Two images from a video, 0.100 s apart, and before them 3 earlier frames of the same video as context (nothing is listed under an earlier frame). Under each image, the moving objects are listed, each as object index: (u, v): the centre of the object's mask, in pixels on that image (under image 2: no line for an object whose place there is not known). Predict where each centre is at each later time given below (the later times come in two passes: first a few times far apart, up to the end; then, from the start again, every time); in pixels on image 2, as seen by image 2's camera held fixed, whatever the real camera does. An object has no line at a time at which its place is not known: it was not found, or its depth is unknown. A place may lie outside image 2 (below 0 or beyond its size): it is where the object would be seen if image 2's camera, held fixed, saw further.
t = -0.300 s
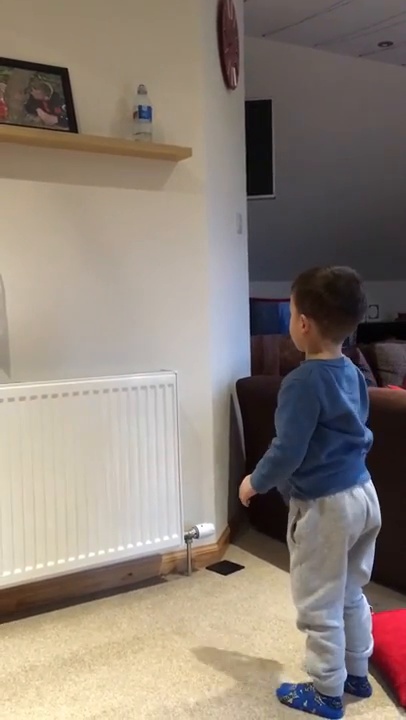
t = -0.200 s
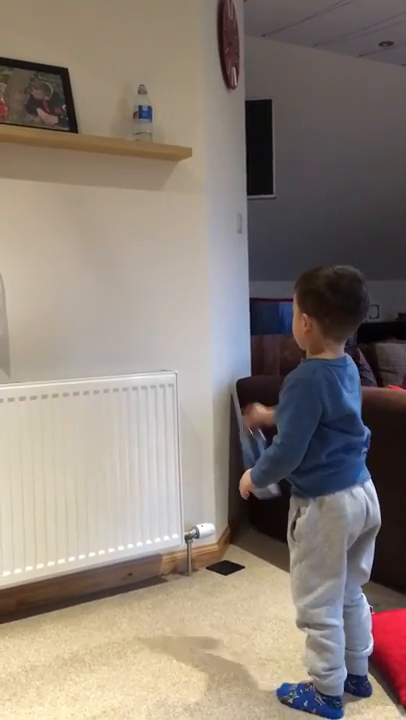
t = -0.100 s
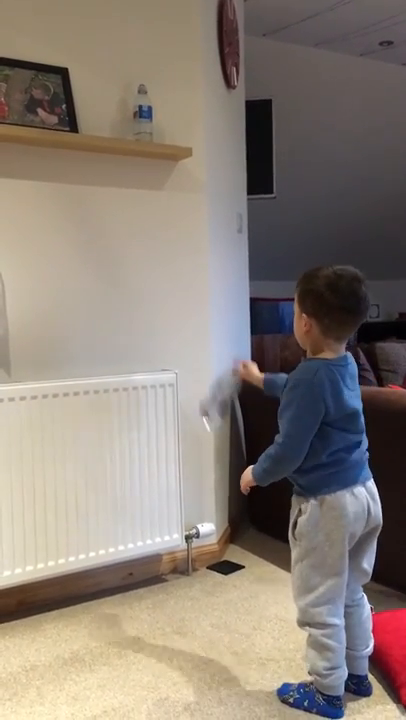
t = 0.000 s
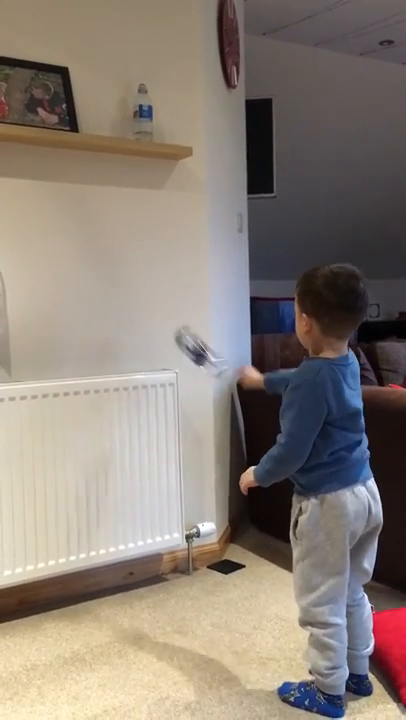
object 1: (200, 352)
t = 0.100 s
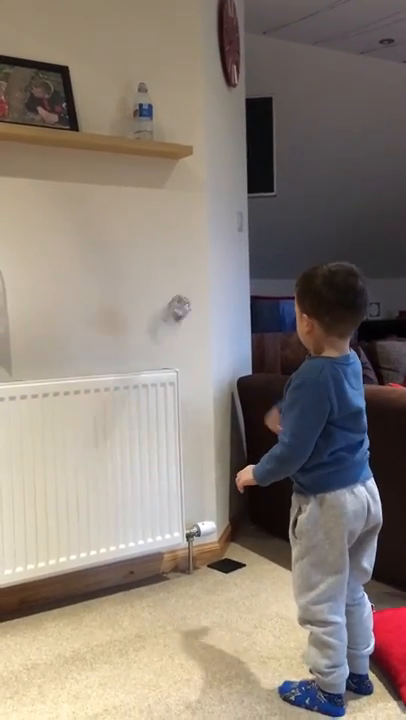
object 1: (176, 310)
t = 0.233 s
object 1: (152, 308)
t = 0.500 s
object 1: (138, 340)
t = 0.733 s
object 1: (134, 342)
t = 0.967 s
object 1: (134, 342)
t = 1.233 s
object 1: (133, 342)
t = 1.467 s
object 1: (134, 341)
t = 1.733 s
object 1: (133, 341)
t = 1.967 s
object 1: (133, 342)
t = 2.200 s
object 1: (131, 341)
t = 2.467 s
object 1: (131, 342)
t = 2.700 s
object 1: (131, 341)
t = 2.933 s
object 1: (132, 342)
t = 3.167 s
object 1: (132, 342)
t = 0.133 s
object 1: (167, 306)
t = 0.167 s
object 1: (158, 302)
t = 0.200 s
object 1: (154, 303)
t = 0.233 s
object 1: (152, 308)
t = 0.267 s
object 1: (149, 318)
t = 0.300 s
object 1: (146, 333)
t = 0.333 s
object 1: (143, 339)
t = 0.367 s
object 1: (141, 340)
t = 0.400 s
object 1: (140, 339)
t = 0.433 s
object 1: (139, 340)
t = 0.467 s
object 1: (139, 340)
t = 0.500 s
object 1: (138, 340)
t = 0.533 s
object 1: (136, 340)
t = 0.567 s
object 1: (133, 341)
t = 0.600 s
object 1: (133, 341)
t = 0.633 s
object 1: (134, 341)
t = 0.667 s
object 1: (134, 341)
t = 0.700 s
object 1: (134, 341)
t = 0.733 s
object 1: (134, 342)
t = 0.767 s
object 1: (134, 342)
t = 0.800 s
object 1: (134, 342)
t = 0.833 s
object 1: (134, 342)
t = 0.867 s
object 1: (134, 342)
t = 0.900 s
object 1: (134, 342)
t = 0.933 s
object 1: (133, 342)
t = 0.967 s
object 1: (134, 342)
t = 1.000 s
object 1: (134, 342)
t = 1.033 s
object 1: (133, 341)
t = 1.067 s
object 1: (134, 341)
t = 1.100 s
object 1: (133, 342)
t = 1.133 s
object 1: (133, 342)
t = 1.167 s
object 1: (134, 341)
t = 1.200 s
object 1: (133, 342)
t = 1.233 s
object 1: (133, 342)
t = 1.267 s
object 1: (133, 342)
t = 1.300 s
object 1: (134, 342)
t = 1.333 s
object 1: (133, 342)
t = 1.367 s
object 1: (133, 342)
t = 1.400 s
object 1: (134, 342)
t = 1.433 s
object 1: (133, 342)
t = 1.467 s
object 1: (134, 341)
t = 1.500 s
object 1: (134, 341)
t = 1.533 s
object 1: (133, 341)
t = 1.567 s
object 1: (133, 341)
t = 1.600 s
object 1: (134, 341)
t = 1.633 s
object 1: (133, 342)
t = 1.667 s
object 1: (133, 341)
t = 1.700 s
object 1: (133, 341)
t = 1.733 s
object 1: (133, 341)
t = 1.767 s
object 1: (133, 341)
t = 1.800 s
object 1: (133, 342)
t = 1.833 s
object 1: (133, 342)
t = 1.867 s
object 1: (133, 342)
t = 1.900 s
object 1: (133, 341)
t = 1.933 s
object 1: (133, 341)
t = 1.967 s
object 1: (133, 342)
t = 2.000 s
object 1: (133, 341)
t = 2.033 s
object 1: (133, 341)
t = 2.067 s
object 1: (133, 342)
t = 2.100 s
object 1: (133, 342)
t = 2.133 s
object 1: (132, 341)
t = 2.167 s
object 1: (132, 341)
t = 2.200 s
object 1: (131, 341)
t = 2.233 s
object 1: (132, 341)
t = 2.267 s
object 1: (132, 341)
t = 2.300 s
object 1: (132, 341)
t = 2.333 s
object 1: (132, 342)
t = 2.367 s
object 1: (132, 342)
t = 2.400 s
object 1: (132, 342)
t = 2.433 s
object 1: (131, 341)
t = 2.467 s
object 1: (131, 342)
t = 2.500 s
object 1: (131, 341)
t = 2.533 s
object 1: (131, 341)
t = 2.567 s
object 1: (132, 342)
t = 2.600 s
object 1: (132, 342)
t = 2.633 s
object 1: (131, 341)
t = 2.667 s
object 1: (132, 342)
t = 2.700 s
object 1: (131, 341)
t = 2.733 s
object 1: (132, 342)
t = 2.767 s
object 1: (132, 342)
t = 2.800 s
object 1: (131, 341)
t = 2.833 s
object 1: (132, 341)
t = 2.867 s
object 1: (132, 342)
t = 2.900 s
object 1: (132, 341)
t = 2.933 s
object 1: (132, 342)
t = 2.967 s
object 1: (132, 342)
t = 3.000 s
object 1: (132, 342)
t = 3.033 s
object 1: (132, 342)
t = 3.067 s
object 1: (132, 342)
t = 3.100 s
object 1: (132, 342)
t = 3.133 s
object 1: (132, 343)
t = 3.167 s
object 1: (132, 342)
